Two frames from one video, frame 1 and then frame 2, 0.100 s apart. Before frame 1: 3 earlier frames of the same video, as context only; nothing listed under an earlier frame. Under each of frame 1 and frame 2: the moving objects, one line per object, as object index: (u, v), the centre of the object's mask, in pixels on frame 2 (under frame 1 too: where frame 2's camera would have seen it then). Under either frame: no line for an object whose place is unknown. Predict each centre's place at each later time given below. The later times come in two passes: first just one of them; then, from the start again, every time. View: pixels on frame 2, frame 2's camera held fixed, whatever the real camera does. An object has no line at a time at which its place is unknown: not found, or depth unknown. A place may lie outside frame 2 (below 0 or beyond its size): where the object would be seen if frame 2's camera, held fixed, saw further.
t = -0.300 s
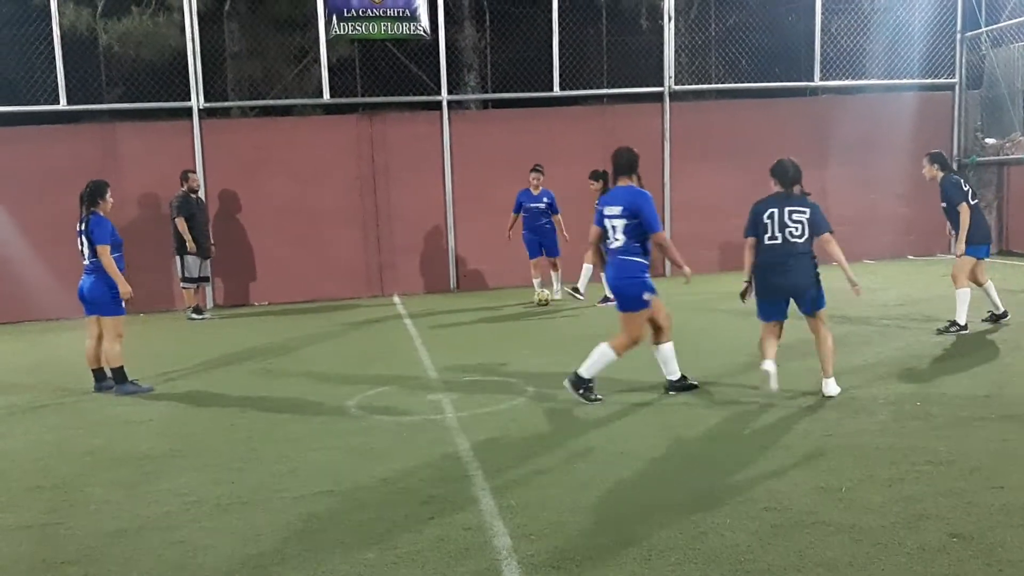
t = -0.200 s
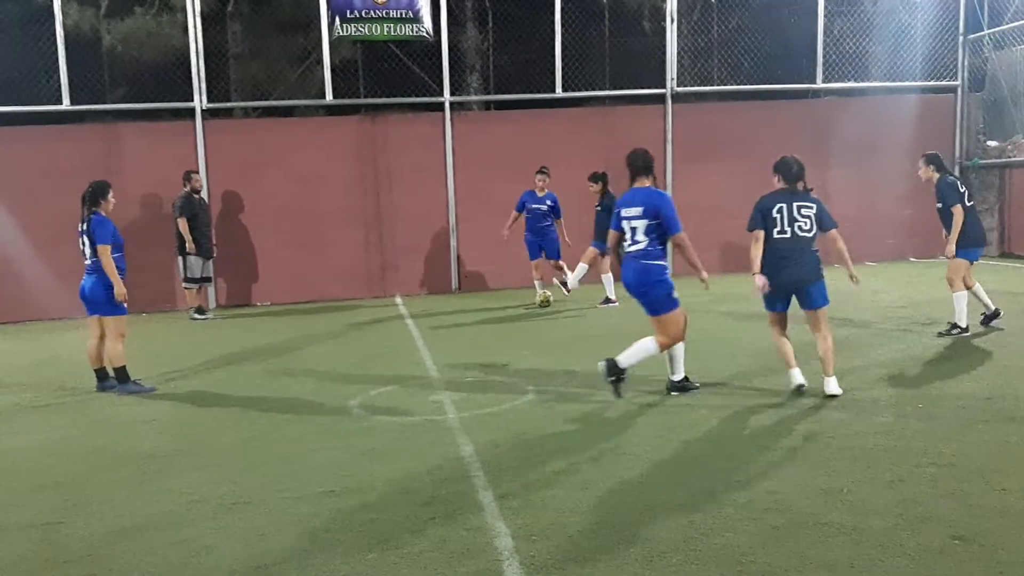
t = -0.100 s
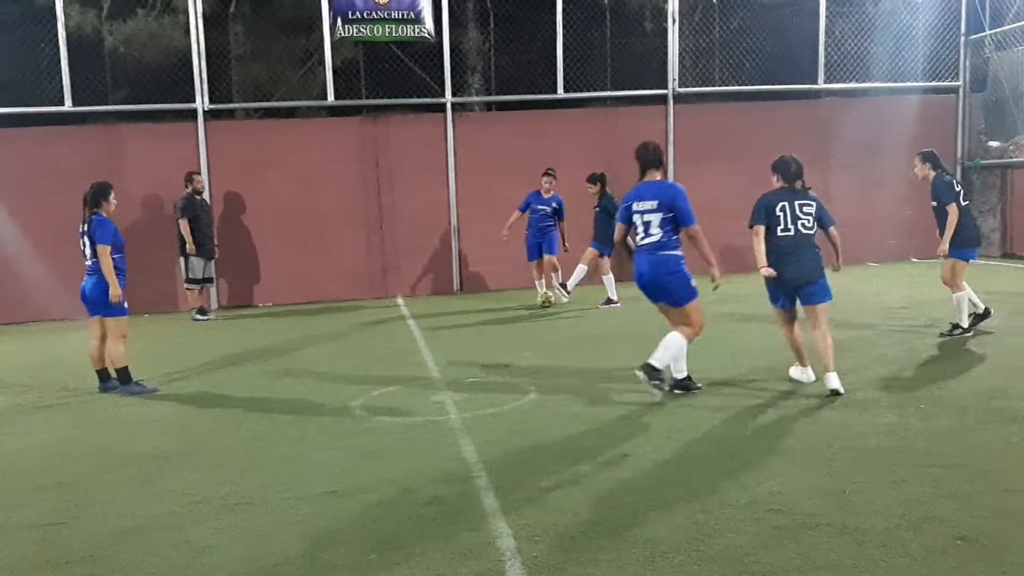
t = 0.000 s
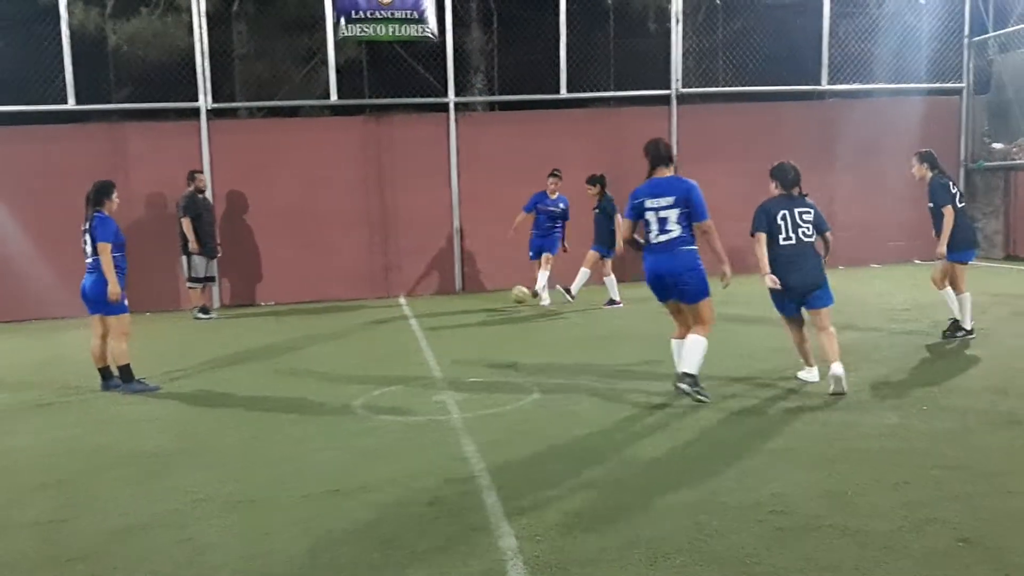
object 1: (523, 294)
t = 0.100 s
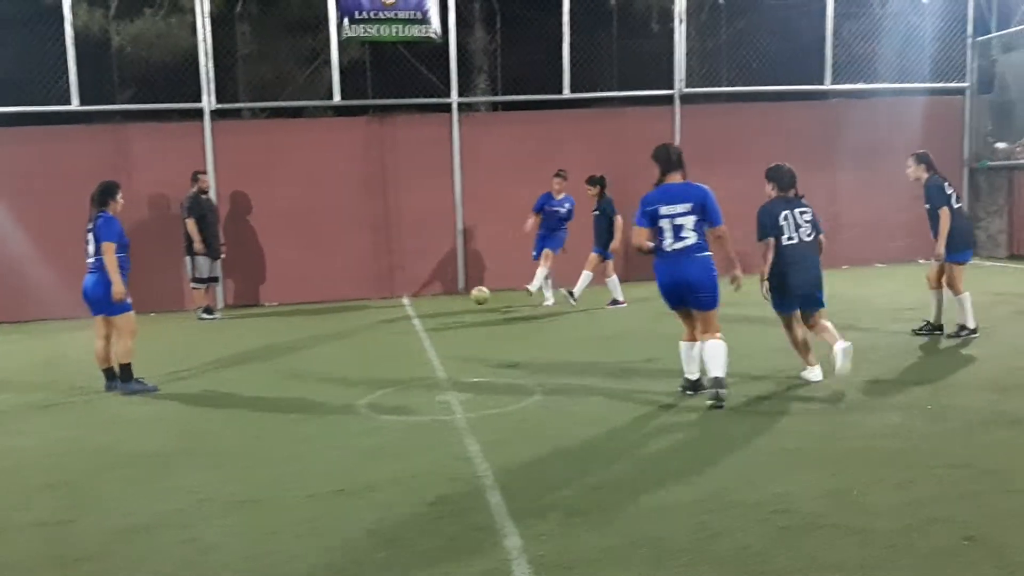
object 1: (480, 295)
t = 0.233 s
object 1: (420, 311)
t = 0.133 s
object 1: (465, 297)
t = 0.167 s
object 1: (450, 300)
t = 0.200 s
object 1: (436, 305)
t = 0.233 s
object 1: (420, 311)
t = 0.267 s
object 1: (404, 318)
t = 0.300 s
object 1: (387, 326)
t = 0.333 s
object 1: (373, 327)
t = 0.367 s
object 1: (361, 327)
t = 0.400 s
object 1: (347, 327)
